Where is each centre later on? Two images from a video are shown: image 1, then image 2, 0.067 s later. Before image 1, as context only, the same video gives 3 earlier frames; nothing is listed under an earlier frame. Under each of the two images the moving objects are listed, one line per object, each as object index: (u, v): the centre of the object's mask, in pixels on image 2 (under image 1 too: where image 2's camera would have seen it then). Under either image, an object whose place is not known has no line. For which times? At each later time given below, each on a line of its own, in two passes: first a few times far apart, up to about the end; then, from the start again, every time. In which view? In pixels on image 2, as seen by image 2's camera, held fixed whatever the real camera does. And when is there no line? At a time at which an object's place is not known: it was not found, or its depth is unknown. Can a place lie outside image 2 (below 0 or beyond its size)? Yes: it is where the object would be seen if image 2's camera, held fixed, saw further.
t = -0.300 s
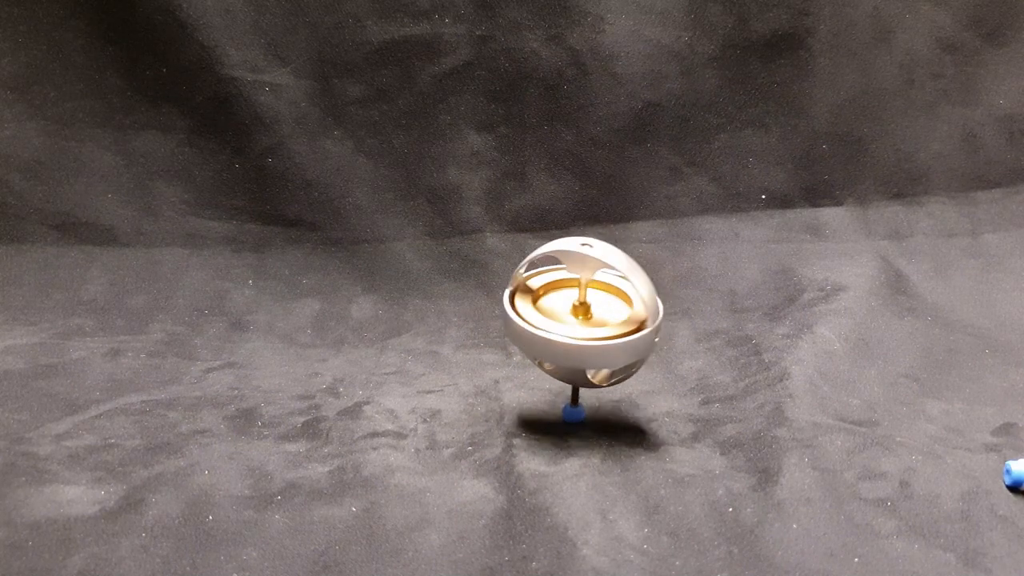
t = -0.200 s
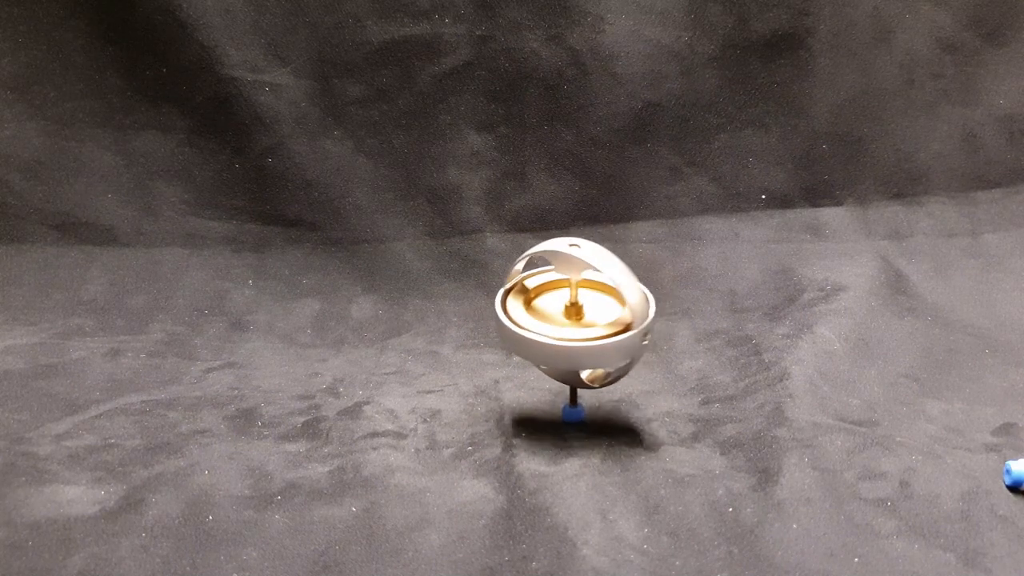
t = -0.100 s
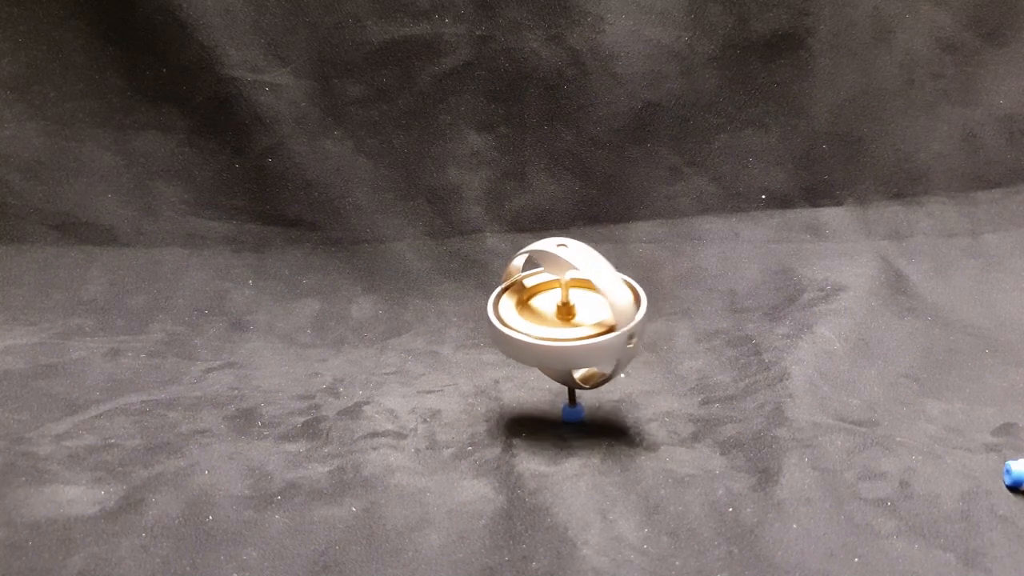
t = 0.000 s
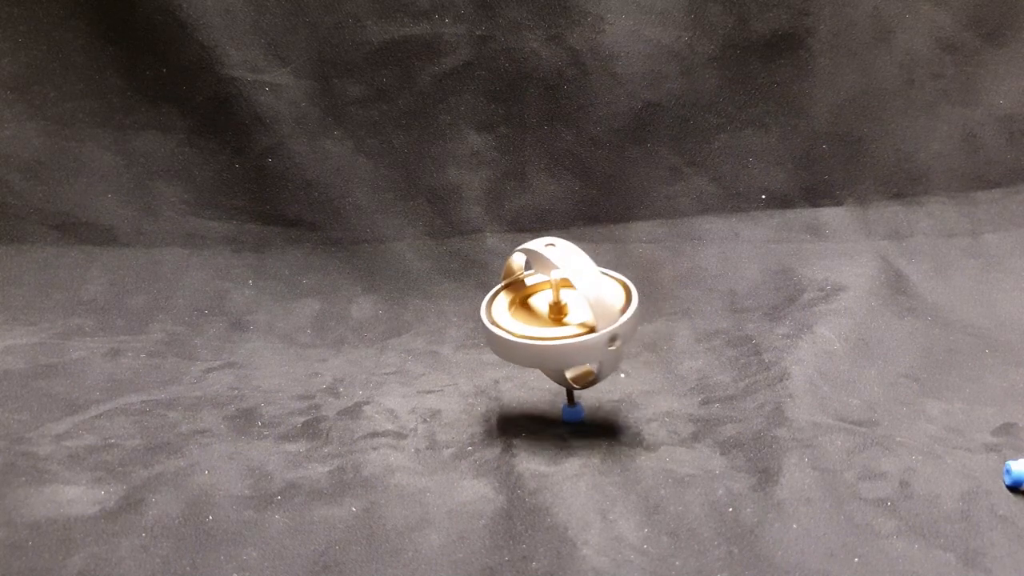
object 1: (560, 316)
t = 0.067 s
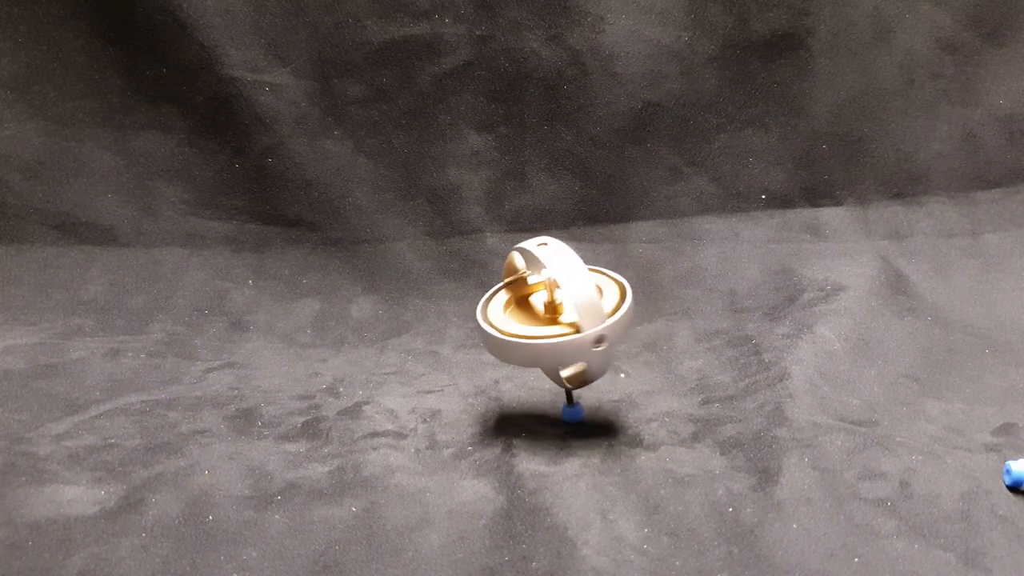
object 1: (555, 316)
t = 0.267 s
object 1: (545, 315)
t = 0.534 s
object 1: (538, 310)
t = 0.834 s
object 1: (545, 305)
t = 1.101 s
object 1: (560, 302)
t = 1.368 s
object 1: (581, 303)
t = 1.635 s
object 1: (599, 307)
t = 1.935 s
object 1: (609, 311)
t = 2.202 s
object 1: (607, 315)
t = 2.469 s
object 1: (592, 319)
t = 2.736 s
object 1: (567, 321)
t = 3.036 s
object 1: (542, 320)
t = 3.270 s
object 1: (531, 315)
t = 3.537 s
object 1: (532, 309)
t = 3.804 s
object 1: (548, 304)
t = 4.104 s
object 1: (574, 303)
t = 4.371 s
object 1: (599, 306)
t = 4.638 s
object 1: (613, 312)
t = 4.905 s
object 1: (617, 317)
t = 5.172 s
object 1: (604, 322)
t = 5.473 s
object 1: (573, 326)
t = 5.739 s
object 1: (545, 326)
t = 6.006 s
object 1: (526, 320)
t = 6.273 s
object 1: (524, 313)
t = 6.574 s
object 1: (542, 306)
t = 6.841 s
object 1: (569, 304)
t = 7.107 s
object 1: (598, 307)
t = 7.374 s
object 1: (616, 315)
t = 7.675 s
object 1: (624, 321)
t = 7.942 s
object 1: (610, 327)
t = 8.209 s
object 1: (579, 331)
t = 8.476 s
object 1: (545, 331)
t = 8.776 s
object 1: (521, 324)
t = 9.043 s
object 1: (519, 316)
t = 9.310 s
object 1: (538, 308)
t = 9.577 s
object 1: (567, 305)
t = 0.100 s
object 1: (554, 316)
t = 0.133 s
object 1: (552, 316)
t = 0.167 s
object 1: (550, 316)
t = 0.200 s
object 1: (548, 316)
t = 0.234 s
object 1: (547, 316)
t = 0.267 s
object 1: (545, 315)
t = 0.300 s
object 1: (543, 315)
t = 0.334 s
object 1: (542, 314)
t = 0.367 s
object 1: (541, 313)
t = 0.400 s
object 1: (540, 313)
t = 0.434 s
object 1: (539, 312)
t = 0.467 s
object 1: (539, 311)
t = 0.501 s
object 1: (539, 311)
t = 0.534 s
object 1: (538, 310)
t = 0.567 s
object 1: (538, 310)
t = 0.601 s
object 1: (538, 309)
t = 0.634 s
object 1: (539, 308)
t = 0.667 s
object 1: (539, 308)
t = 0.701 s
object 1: (540, 307)
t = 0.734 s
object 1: (541, 306)
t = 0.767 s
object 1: (542, 306)
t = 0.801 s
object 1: (544, 305)
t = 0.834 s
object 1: (545, 305)
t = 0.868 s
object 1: (547, 304)
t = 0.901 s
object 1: (549, 304)
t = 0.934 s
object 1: (551, 303)
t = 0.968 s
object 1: (552, 303)
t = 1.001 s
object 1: (554, 303)
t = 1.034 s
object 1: (556, 302)
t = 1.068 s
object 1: (558, 302)
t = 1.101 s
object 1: (560, 302)
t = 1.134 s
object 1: (563, 302)
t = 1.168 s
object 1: (565, 302)
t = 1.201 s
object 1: (568, 302)
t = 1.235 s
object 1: (571, 302)
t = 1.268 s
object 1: (574, 302)
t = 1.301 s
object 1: (576, 302)
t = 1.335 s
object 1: (579, 302)
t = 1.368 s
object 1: (581, 303)
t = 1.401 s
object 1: (584, 303)
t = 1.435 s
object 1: (587, 303)
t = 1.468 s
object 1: (590, 303)
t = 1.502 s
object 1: (592, 304)
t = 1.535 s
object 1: (593, 305)
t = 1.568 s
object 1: (595, 305)
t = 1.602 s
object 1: (597, 306)
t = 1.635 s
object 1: (599, 307)
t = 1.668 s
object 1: (601, 308)
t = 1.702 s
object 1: (602, 309)
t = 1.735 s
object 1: (603, 310)
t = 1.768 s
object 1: (605, 310)
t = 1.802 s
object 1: (606, 310)
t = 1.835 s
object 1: (607, 309)
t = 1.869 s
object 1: (608, 310)
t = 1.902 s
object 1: (609, 310)
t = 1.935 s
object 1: (609, 311)
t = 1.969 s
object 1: (610, 311)
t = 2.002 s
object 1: (610, 312)
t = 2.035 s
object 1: (610, 312)
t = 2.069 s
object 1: (610, 313)
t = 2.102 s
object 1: (610, 313)
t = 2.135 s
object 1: (609, 314)
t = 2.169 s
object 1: (609, 314)
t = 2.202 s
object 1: (607, 315)
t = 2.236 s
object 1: (606, 315)
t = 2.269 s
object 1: (605, 316)
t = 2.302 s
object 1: (603, 316)
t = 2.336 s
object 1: (601, 317)
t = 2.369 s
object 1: (599, 317)
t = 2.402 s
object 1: (597, 318)
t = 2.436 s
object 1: (595, 318)
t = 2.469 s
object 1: (592, 319)
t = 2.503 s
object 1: (589, 319)
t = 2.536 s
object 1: (586, 319)
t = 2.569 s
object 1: (584, 320)
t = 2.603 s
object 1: (580, 320)
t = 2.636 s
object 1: (577, 321)
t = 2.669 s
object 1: (573, 321)
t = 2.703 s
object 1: (570, 321)
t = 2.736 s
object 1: (567, 321)
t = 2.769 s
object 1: (564, 322)
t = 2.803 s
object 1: (561, 322)
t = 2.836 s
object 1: (558, 322)
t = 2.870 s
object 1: (555, 322)
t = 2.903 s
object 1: (552, 321)
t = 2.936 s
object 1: (549, 321)
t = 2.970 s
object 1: (547, 321)
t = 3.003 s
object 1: (544, 320)
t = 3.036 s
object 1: (542, 320)
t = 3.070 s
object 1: (540, 320)
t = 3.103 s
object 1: (538, 320)
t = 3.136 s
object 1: (536, 319)
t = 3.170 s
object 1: (535, 318)
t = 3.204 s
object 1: (533, 317)
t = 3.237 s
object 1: (532, 316)
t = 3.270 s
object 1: (531, 315)
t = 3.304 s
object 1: (530, 314)
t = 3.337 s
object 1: (530, 314)
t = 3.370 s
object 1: (530, 313)
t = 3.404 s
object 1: (530, 312)
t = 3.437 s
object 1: (530, 312)
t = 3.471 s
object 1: (530, 311)
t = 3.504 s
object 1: (531, 310)
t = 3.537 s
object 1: (532, 309)
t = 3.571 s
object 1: (533, 308)
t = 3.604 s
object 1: (535, 308)
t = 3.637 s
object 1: (537, 307)
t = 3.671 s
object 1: (539, 306)
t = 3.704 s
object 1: (541, 305)
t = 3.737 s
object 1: (543, 305)
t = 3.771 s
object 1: (546, 304)
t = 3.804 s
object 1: (548, 304)
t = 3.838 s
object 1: (550, 303)
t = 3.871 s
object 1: (553, 303)
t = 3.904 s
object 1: (555, 303)
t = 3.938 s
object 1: (558, 303)
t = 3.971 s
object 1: (561, 302)
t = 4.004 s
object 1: (564, 302)
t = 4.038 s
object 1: (568, 303)
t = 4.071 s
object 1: (571, 303)
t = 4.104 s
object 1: (574, 303)
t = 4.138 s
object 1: (578, 303)
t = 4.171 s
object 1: (581, 303)
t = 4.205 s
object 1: (584, 304)
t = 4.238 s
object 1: (587, 304)
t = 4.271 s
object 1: (590, 304)
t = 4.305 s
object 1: (593, 305)
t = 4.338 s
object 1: (596, 305)
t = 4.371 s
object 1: (599, 306)
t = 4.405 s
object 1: (601, 307)
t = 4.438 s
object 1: (603, 307)
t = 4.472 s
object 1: (605, 308)
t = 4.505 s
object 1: (607, 309)
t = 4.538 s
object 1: (608, 311)
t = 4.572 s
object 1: (610, 312)
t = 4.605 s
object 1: (611, 312)
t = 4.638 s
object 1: (613, 312)
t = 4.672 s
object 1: (615, 312)
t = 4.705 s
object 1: (616, 313)
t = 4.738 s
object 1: (616, 313)
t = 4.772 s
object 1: (617, 314)
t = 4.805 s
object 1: (617, 314)
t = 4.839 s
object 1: (618, 315)
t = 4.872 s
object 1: (618, 316)
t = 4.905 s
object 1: (617, 317)
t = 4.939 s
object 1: (617, 318)
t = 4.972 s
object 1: (616, 318)
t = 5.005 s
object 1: (615, 319)
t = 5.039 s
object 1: (613, 320)
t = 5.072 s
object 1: (611, 320)
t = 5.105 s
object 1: (609, 321)
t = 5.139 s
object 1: (607, 321)
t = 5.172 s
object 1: (604, 322)
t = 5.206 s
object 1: (602, 322)
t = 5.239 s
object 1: (599, 323)
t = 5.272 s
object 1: (596, 323)
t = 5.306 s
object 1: (593, 324)
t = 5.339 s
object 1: (589, 324)
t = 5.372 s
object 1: (586, 324)
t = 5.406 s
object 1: (582, 325)
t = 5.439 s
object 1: (577, 326)
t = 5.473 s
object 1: (573, 326)
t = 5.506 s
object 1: (569, 326)
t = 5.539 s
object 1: (565, 327)
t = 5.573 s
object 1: (562, 327)
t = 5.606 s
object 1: (558, 327)
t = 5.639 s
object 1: (555, 327)
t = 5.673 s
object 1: (551, 327)
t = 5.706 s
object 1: (548, 326)
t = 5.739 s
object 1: (545, 326)
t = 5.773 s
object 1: (542, 325)
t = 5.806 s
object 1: (539, 325)
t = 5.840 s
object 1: (536, 325)
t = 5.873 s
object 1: (534, 324)
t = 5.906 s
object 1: (532, 323)
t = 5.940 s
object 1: (530, 323)
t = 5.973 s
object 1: (528, 322)
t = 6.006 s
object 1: (526, 320)
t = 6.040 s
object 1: (525, 320)
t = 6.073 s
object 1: (524, 319)
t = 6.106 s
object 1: (523, 318)
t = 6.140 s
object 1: (522, 317)
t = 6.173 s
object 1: (522, 316)
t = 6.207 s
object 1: (522, 315)
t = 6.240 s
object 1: (523, 314)
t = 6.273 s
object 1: (524, 313)
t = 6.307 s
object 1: (525, 312)
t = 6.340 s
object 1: (526, 312)
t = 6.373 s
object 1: (527, 311)
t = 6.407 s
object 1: (529, 310)
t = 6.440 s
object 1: (531, 309)
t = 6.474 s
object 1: (534, 308)
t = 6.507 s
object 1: (537, 307)
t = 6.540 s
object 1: (540, 306)
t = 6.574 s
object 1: (542, 306)
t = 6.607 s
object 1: (545, 305)
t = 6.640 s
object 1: (548, 305)
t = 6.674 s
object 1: (551, 304)
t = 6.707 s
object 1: (554, 304)
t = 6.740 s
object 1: (557, 304)
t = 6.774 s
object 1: (561, 304)
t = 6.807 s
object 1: (565, 304)
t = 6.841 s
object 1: (569, 304)
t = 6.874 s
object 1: (573, 304)
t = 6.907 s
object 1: (576, 304)
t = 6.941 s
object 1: (580, 305)
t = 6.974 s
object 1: (584, 305)
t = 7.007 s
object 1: (587, 305)
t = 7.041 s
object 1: (591, 306)
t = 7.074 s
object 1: (595, 306)
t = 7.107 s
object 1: (598, 307)
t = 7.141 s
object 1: (601, 307)
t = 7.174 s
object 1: (604, 308)
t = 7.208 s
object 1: (607, 309)
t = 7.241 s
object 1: (610, 310)
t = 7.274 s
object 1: (612, 311)
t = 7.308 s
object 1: (613, 313)
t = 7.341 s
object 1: (615, 314)
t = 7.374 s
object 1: (616, 315)
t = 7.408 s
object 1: (618, 315)
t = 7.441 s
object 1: (620, 316)
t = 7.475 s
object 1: (622, 316)
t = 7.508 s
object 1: (623, 317)
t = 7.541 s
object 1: (624, 317)
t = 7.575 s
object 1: (624, 318)
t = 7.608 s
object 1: (625, 319)
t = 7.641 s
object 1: (624, 320)
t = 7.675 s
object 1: (624, 321)
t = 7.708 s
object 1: (623, 322)
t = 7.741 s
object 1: (623, 323)
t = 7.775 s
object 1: (621, 323)
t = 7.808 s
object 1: (620, 324)
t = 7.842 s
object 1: (618, 325)
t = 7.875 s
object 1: (616, 326)
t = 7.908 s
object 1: (613, 326)
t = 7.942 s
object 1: (610, 327)
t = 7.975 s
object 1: (607, 327)
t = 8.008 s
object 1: (604, 328)
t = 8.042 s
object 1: (600, 328)
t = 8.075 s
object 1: (597, 329)
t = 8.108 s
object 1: (592, 329)
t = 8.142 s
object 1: (588, 330)
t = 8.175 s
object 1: (583, 331)
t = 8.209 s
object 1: (579, 331)
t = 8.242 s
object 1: (575, 332)
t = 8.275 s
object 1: (570, 332)
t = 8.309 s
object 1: (566, 332)
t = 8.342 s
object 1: (561, 332)
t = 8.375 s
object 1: (557, 332)
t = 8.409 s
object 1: (553, 332)
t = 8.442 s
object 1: (549, 331)
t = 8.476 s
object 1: (545, 331)
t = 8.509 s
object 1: (541, 330)
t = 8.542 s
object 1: (538, 330)
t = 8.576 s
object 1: (534, 329)
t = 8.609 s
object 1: (532, 329)
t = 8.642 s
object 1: (530, 328)
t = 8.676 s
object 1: (527, 327)
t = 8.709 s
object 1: (525, 326)
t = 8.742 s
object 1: (523, 325)
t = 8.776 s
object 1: (521, 324)
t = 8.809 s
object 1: (520, 323)
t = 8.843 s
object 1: (519, 322)
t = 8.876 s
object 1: (518, 321)
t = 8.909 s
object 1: (517, 320)
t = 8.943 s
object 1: (517, 319)
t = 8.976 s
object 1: (518, 318)
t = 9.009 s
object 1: (518, 317)
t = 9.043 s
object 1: (519, 316)
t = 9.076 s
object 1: (521, 315)
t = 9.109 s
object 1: (522, 314)
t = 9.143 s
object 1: (524, 313)
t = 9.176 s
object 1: (526, 311)
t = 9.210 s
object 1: (528, 311)
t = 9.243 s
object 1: (531, 310)
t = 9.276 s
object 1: (535, 309)
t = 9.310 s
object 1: (538, 308)
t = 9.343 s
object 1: (541, 307)
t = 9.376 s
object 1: (544, 307)
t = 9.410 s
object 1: (547, 306)
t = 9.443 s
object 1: (550, 306)
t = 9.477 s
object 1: (554, 305)
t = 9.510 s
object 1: (558, 305)
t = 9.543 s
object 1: (562, 305)
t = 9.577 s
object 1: (567, 305)
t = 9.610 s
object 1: (571, 306)
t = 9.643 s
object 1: (575, 306)
